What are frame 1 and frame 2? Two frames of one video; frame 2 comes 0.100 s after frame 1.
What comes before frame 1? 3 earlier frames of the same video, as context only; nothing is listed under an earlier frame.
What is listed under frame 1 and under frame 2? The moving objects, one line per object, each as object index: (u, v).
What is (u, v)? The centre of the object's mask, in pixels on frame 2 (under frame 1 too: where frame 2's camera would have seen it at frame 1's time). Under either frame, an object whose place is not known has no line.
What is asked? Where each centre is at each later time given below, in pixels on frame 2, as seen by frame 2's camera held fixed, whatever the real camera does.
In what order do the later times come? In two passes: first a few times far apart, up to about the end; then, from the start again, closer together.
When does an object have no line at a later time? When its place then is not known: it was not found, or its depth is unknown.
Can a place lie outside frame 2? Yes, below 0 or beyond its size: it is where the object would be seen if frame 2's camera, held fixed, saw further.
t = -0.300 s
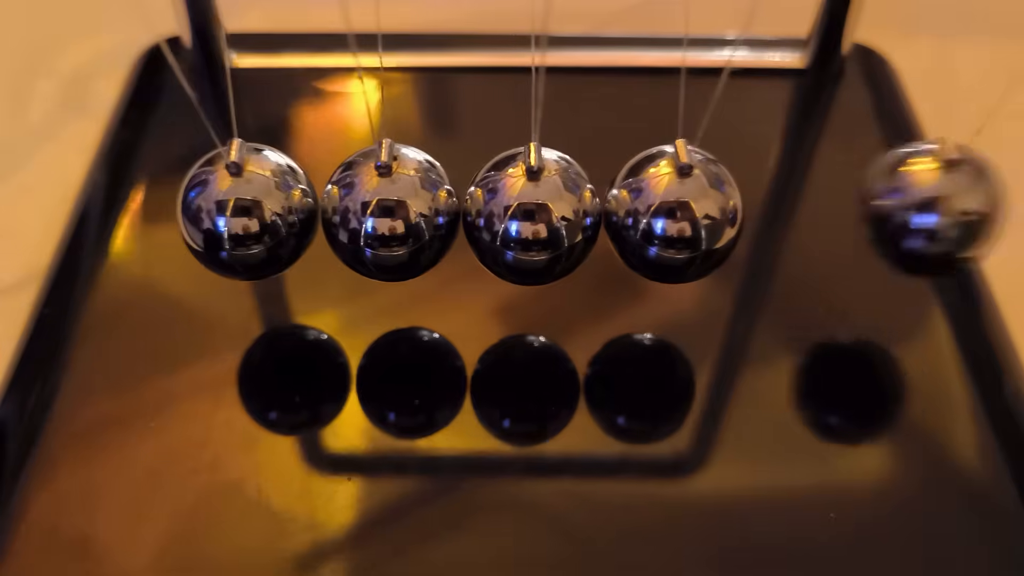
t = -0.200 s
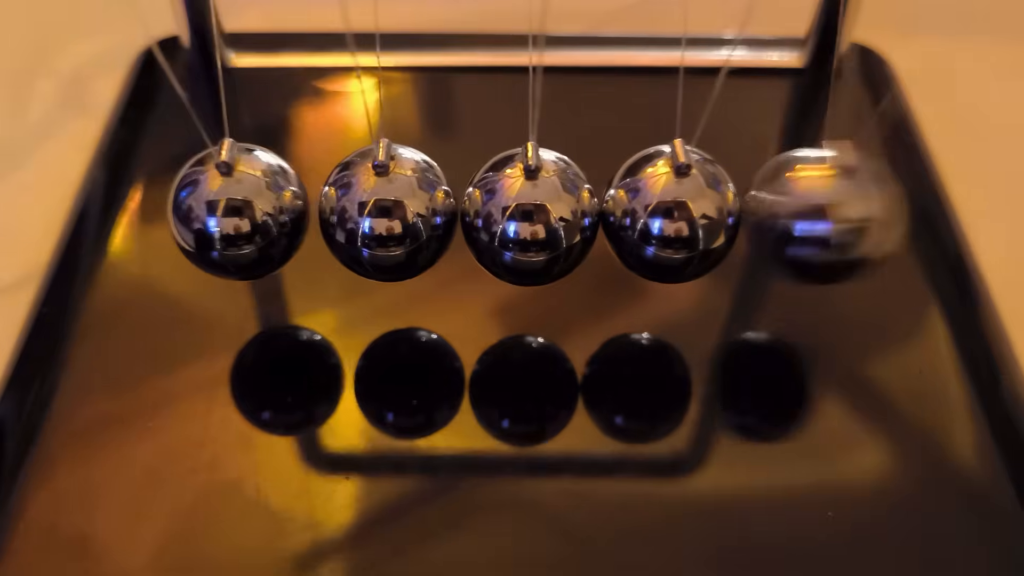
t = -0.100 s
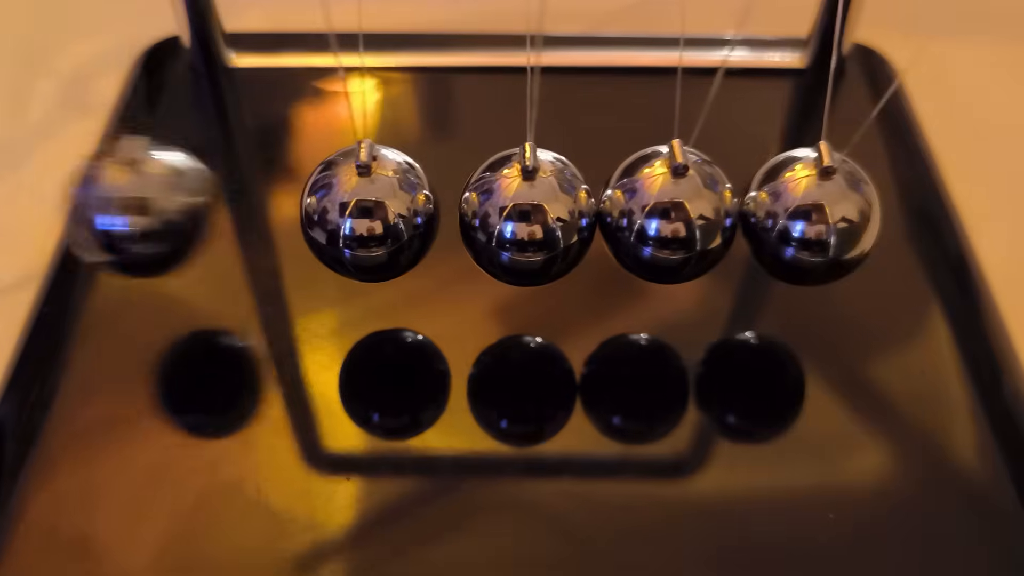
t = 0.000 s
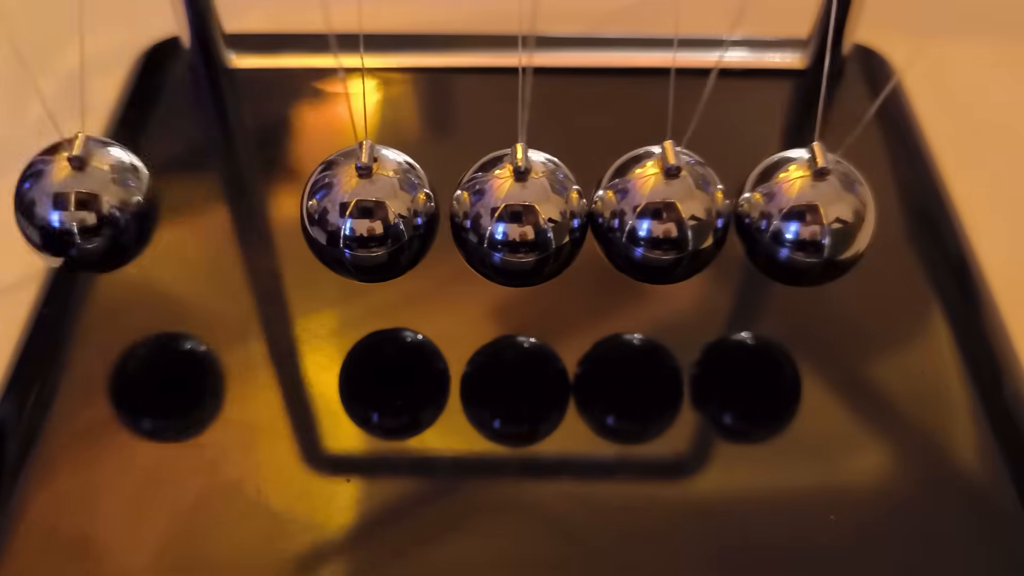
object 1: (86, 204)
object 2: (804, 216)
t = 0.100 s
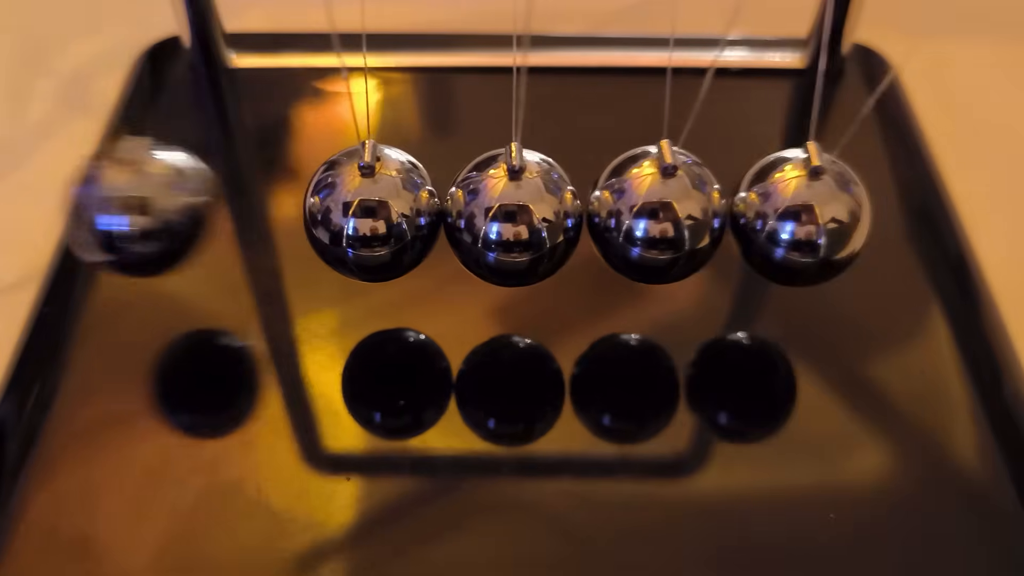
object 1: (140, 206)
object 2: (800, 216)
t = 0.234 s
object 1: (233, 211)
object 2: (869, 208)
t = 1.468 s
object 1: (97, 205)
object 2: (803, 216)
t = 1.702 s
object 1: (228, 211)
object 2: (865, 208)
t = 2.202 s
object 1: (103, 206)
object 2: (802, 216)
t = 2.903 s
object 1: (113, 206)
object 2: (813, 212)
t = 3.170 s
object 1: (222, 212)
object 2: (861, 207)
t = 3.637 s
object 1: (118, 207)
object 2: (811, 216)
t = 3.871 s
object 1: (221, 212)
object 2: (824, 209)
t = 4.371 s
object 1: (122, 207)
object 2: (809, 213)
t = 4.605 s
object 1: (222, 212)
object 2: (824, 208)
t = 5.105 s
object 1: (125, 207)
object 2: (804, 212)
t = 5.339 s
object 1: (223, 212)
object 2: (823, 208)
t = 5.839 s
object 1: (128, 208)
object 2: (800, 212)
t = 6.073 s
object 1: (226, 211)
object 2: (823, 208)
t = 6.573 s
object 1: (132, 207)
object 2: (798, 212)
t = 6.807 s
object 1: (229, 211)
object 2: (823, 209)
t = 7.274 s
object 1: (146, 208)
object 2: (803, 213)
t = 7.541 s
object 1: (231, 212)
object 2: (823, 210)
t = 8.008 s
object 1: (148, 208)
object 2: (804, 213)
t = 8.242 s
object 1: (226, 211)
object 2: (794, 212)
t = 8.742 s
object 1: (150, 208)
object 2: (802, 212)
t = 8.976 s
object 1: (226, 211)
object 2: (794, 211)
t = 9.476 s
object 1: (151, 208)
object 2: (800, 212)
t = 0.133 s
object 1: (173, 203)
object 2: (804, 215)
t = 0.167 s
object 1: (216, 205)
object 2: (808, 215)
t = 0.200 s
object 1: (232, 211)
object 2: (828, 209)
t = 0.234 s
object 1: (233, 211)
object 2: (869, 208)
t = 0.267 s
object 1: (234, 212)
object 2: (898, 206)
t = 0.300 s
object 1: (235, 212)
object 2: (925, 203)
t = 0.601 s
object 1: (174, 203)
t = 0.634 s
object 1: (138, 205)
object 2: (806, 216)
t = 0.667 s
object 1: (112, 205)
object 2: (806, 214)
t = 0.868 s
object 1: (179, 202)
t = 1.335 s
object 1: (177, 203)
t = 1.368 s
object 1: (143, 205)
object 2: (811, 214)
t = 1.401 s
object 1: (119, 206)
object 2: (808, 214)
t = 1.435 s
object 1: (103, 205)
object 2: (805, 215)
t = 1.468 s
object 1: (97, 205)
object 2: (803, 216)
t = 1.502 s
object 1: (104, 205)
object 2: (799, 216)
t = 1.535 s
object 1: (121, 206)
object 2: (801, 216)
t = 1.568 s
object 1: (146, 206)
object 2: (804, 215)
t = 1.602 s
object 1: (183, 203)
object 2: (807, 215)
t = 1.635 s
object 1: (223, 207)
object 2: (809, 215)
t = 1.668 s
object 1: (228, 212)
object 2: (824, 212)
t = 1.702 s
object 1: (228, 211)
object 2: (865, 208)
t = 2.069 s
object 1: (180, 204)
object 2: (814, 217)
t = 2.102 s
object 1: (147, 206)
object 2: (813, 216)
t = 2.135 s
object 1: (125, 206)
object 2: (811, 216)
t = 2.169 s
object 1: (109, 206)
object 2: (807, 216)
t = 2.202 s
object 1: (103, 206)
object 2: (802, 216)
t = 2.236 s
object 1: (109, 206)
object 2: (799, 216)
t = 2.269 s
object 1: (126, 207)
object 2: (801, 216)
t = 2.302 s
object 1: (149, 206)
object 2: (803, 216)
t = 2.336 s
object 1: (184, 205)
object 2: (806, 216)
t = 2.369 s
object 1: (226, 211)
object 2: (808, 217)
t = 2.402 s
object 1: (224, 212)
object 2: (823, 212)
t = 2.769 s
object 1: (218, 205)
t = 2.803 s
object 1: (181, 205)
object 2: (820, 212)
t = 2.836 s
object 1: (150, 207)
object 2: (819, 212)
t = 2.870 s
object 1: (128, 207)
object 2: (816, 212)
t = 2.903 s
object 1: (113, 206)
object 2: (813, 212)
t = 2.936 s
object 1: (109, 206)
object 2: (810, 212)
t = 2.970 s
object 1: (115, 207)
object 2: (804, 212)
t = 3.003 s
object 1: (130, 207)
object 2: (802, 211)
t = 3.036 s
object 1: (151, 206)
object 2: (803, 212)
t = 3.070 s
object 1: (183, 206)
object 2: (804, 212)
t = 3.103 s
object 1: (224, 211)
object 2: (806, 212)
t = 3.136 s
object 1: (222, 212)
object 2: (825, 208)
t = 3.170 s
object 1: (222, 212)
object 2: (861, 207)
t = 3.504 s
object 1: (219, 206)
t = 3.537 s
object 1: (183, 205)
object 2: (818, 216)
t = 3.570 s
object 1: (152, 207)
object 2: (817, 216)
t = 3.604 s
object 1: (132, 207)
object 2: (815, 216)
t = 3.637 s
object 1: (118, 207)
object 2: (811, 216)
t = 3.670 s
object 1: (113, 207)
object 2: (806, 216)
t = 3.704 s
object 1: (119, 207)
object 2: (801, 216)
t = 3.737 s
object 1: (134, 207)
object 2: (799, 217)
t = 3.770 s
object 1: (154, 207)
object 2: (800, 217)
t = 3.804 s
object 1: (183, 207)
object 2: (800, 217)
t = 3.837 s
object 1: (223, 211)
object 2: (801, 216)
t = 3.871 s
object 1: (221, 212)
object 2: (824, 209)
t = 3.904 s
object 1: (222, 212)
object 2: (858, 208)
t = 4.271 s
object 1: (188, 206)
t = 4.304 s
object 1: (154, 207)
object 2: (817, 212)
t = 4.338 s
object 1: (135, 208)
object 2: (814, 213)
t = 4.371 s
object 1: (122, 207)
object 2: (809, 213)
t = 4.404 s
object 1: (117, 207)
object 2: (804, 212)
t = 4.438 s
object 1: (122, 207)
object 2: (798, 212)
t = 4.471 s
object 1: (136, 208)
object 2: (797, 211)
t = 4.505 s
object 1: (156, 207)
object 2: (797, 212)
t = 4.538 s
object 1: (186, 206)
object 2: (797, 212)
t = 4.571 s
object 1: (221, 212)
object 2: (798, 211)
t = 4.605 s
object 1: (222, 212)
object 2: (824, 208)
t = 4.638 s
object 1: (223, 212)
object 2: (857, 208)
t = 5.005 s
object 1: (187, 206)
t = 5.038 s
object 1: (157, 207)
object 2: (814, 212)
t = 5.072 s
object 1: (137, 208)
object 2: (810, 212)
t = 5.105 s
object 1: (125, 207)
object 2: (804, 212)
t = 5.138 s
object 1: (120, 207)
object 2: (799, 211)
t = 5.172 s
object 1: (125, 208)
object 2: (795, 211)
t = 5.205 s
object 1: (140, 207)
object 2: (795, 211)
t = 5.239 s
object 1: (159, 206)
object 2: (796, 211)
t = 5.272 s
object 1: (189, 206)
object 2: (796, 211)
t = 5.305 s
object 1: (221, 211)
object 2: (798, 211)
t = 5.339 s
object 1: (223, 212)
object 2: (823, 208)
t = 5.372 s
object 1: (226, 211)
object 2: (854, 208)
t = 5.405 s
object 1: (230, 212)
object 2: (881, 207)
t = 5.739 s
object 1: (189, 205)
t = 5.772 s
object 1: (159, 207)
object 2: (811, 212)
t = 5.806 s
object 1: (140, 208)
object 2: (806, 211)
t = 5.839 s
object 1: (128, 208)
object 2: (800, 212)
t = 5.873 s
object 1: (124, 208)
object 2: (796, 211)
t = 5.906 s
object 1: (129, 208)
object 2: (795, 210)
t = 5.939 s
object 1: (142, 208)
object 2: (794, 211)
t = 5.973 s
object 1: (161, 207)
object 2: (795, 211)
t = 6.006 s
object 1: (191, 205)
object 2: (797, 211)
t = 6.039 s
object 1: (224, 211)
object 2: (799, 211)
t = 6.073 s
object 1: (226, 211)
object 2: (823, 208)
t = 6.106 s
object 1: (230, 211)
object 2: (854, 208)
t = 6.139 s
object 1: (234, 211)
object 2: (880, 209)
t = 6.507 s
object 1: (160, 207)
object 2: (806, 212)
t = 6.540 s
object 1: (143, 208)
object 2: (801, 212)
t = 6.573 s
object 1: (132, 207)
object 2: (798, 212)
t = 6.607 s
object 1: (128, 207)
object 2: (795, 211)
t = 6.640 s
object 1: (133, 208)
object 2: (794, 211)
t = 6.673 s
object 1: (145, 208)
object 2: (795, 211)
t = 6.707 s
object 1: (164, 207)
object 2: (796, 211)
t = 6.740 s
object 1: (195, 205)
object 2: (797, 211)
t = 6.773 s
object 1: (225, 210)
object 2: (800, 210)
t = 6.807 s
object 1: (229, 211)
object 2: (823, 209)
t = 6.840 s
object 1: (234, 211)
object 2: (852, 210)
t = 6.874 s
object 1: (238, 211)
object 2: (879, 207)
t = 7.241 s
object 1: (162, 207)
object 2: (806, 213)
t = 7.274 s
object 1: (146, 208)
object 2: (803, 213)
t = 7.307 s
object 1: (135, 208)
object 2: (799, 212)
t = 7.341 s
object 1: (131, 208)
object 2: (796, 212)
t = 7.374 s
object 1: (136, 208)
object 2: (795, 212)
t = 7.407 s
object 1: (149, 208)
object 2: (795, 213)
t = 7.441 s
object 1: (167, 207)
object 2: (795, 213)
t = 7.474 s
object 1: (196, 206)
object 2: (796, 213)
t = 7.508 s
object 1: (228, 210)
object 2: (797, 213)
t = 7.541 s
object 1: (231, 212)
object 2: (823, 210)
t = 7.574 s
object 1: (233, 211)
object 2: (852, 208)
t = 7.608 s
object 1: (236, 212)
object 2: (877, 208)
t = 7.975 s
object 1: (164, 208)
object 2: (807, 213)
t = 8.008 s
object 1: (148, 208)
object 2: (804, 213)
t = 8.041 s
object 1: (138, 208)
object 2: (800, 212)
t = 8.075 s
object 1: (135, 208)
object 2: (797, 211)
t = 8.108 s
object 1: (140, 209)
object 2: (795, 212)
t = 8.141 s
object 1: (151, 208)
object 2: (794, 212)
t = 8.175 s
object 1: (169, 207)
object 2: (793, 212)
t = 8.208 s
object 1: (197, 207)
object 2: (793, 212)
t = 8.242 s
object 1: (226, 211)
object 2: (794, 212)
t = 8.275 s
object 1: (229, 212)
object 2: (823, 210)
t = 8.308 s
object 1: (232, 211)
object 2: (851, 208)
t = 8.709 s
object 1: (165, 207)
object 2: (807, 211)
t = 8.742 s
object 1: (150, 208)
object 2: (802, 212)
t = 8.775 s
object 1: (141, 209)
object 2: (799, 211)
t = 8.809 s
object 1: (138, 209)
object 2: (796, 210)
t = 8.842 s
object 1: (142, 209)
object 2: (793, 211)
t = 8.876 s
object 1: (153, 208)
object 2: (790, 211)
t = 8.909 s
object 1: (171, 208)
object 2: (790, 211)
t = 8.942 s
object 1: (199, 207)
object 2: (791, 211)
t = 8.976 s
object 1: (226, 211)
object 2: (794, 211)
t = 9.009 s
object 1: (229, 211)
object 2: (823, 209)
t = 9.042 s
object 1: (233, 211)
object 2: (850, 208)
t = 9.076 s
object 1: (237, 211)
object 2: (874, 208)
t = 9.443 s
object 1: (166, 207)
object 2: (804, 212)
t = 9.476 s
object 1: (151, 208)
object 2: (800, 212)
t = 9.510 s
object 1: (143, 208)
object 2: (795, 211)
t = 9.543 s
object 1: (140, 208)
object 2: (792, 211)
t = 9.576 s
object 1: (145, 209)
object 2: (790, 212)
